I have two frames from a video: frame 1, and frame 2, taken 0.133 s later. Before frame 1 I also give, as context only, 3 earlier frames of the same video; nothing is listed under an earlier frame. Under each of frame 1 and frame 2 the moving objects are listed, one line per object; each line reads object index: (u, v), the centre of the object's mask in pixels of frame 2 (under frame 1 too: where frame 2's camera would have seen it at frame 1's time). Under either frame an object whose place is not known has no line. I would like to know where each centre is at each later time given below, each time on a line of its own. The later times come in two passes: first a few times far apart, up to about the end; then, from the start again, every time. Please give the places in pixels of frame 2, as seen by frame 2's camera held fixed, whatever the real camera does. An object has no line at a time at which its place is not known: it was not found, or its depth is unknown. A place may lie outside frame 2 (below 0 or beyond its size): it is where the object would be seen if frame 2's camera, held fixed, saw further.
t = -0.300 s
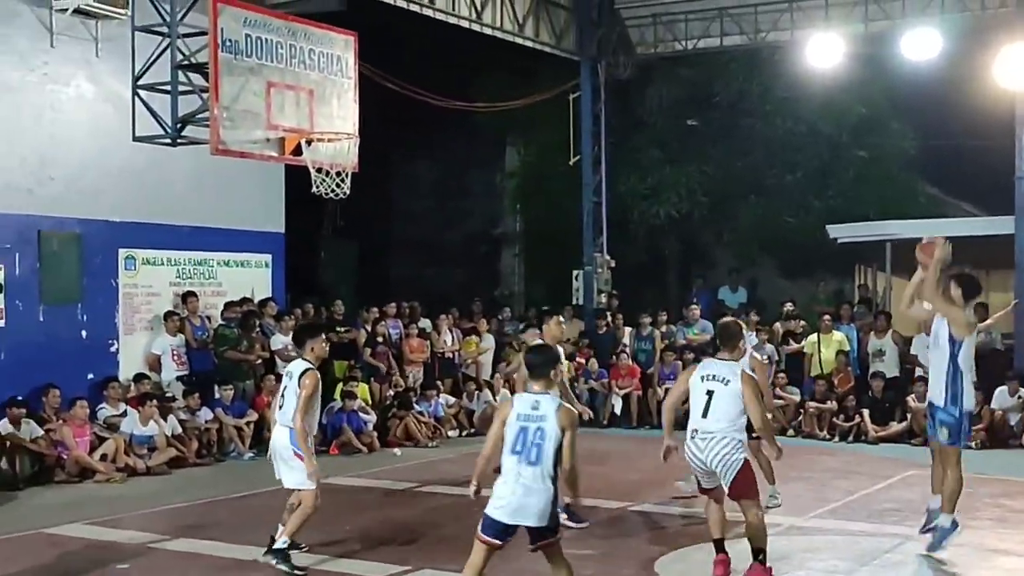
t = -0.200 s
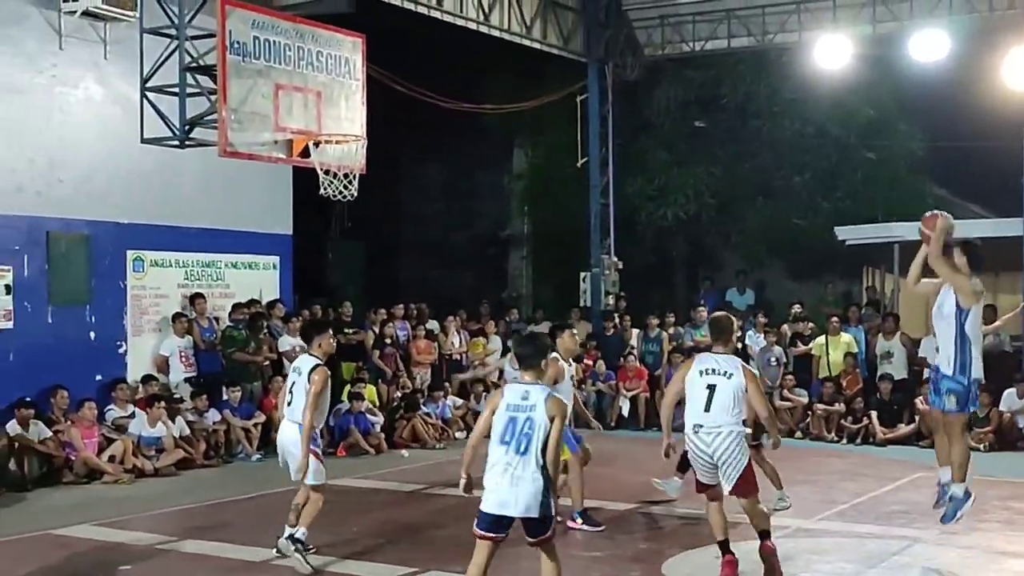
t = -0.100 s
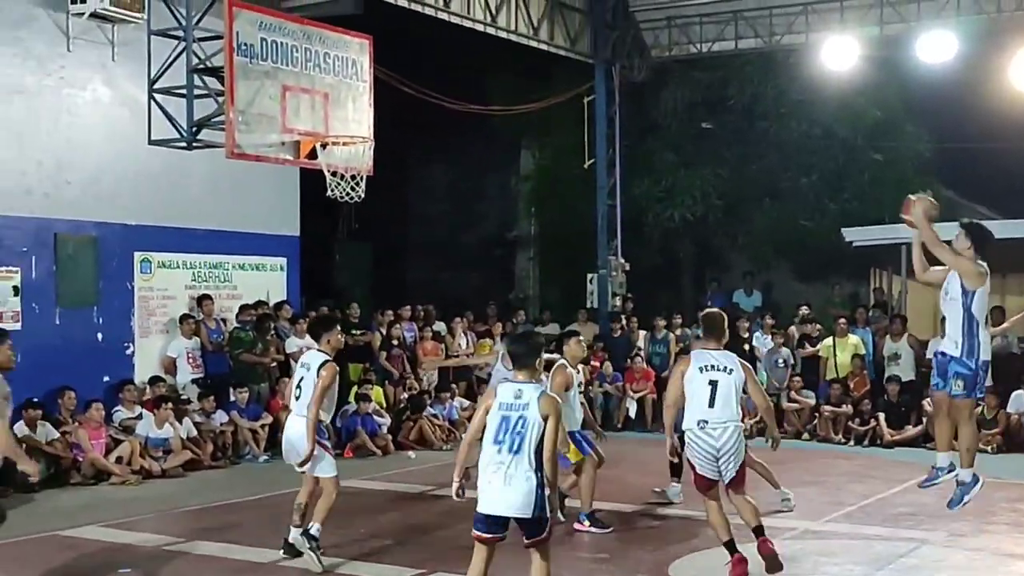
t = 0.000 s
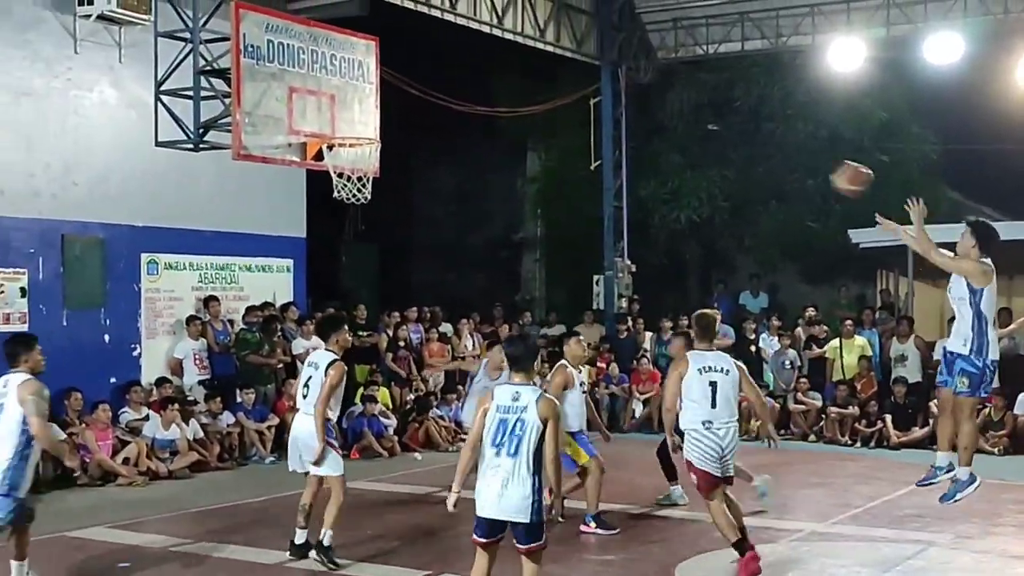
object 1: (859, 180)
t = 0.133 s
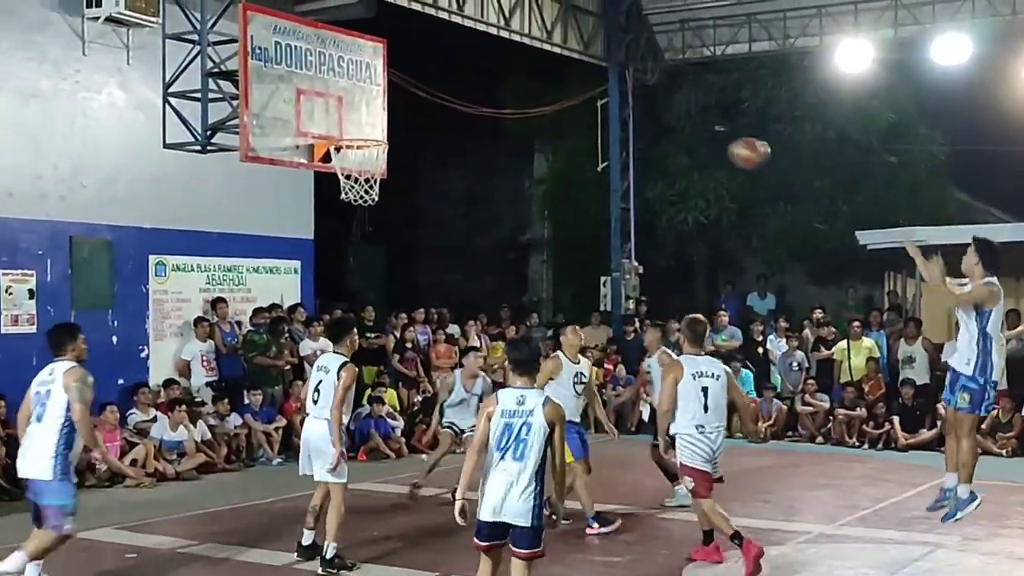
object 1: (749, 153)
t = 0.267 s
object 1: (651, 150)
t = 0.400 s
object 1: (562, 169)
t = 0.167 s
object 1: (723, 151)
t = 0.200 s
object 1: (698, 149)
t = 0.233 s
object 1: (674, 149)
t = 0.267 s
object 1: (651, 150)
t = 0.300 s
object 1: (627, 153)
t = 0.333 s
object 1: (605, 157)
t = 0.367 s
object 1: (583, 163)
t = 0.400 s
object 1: (562, 169)
